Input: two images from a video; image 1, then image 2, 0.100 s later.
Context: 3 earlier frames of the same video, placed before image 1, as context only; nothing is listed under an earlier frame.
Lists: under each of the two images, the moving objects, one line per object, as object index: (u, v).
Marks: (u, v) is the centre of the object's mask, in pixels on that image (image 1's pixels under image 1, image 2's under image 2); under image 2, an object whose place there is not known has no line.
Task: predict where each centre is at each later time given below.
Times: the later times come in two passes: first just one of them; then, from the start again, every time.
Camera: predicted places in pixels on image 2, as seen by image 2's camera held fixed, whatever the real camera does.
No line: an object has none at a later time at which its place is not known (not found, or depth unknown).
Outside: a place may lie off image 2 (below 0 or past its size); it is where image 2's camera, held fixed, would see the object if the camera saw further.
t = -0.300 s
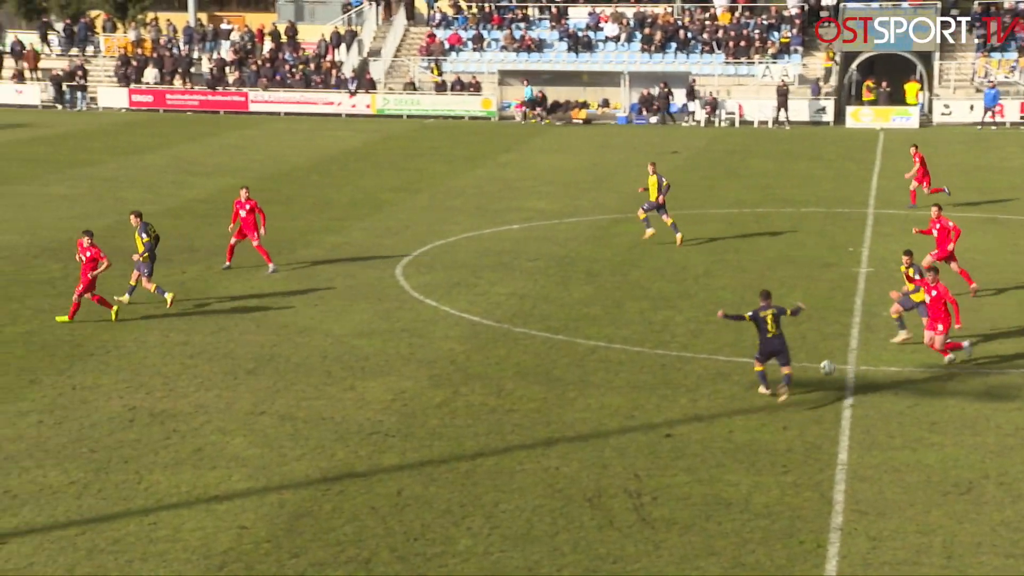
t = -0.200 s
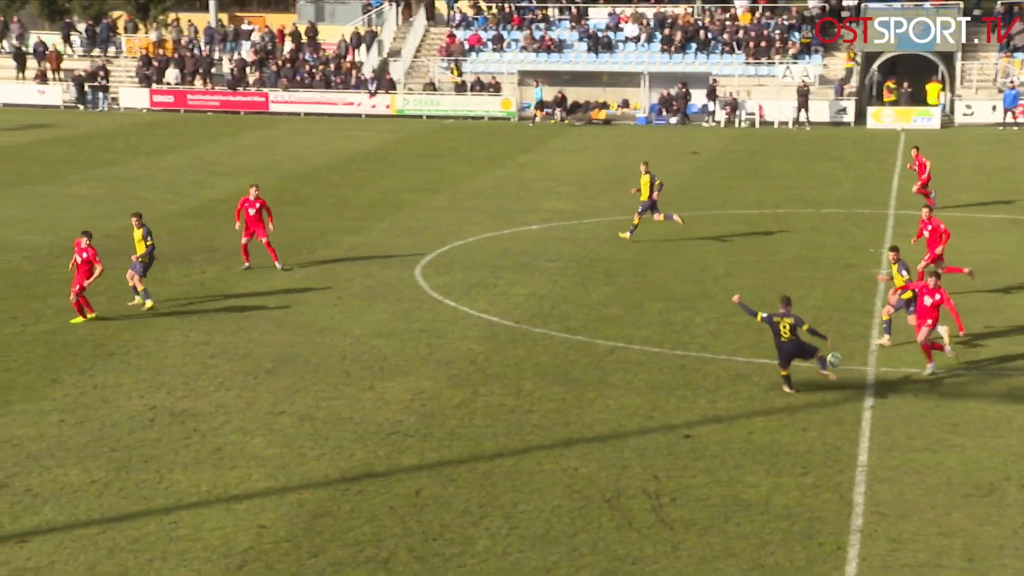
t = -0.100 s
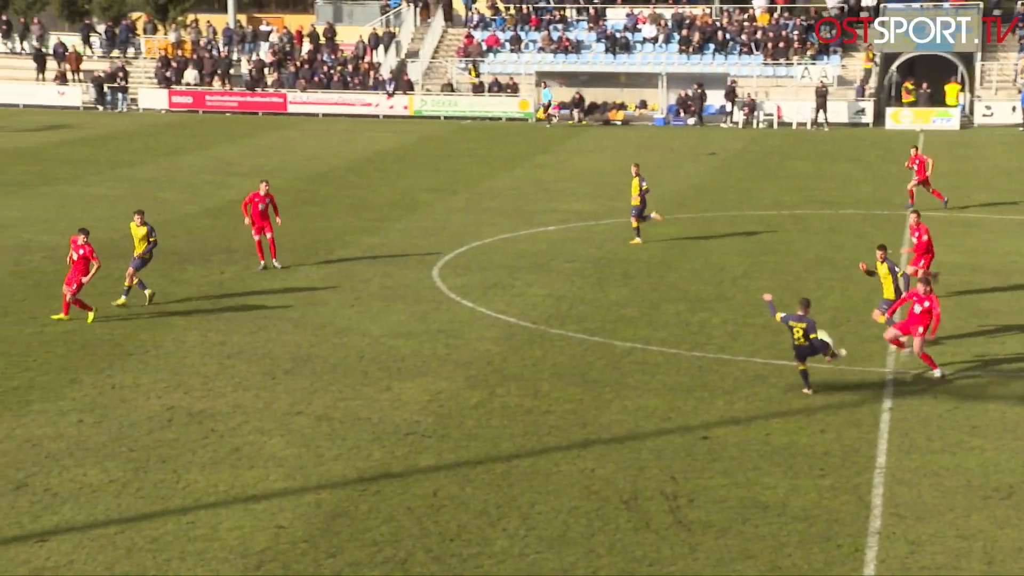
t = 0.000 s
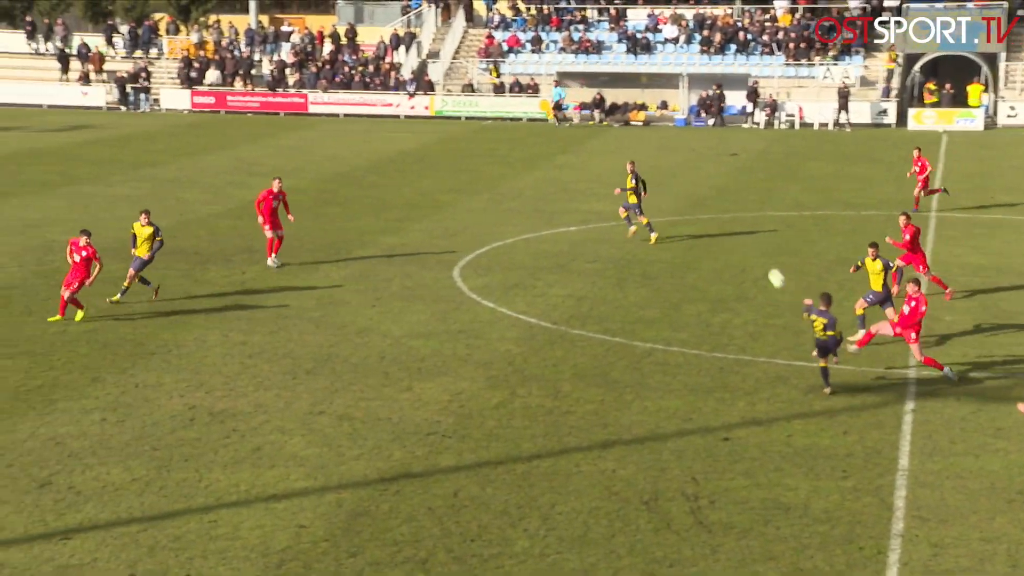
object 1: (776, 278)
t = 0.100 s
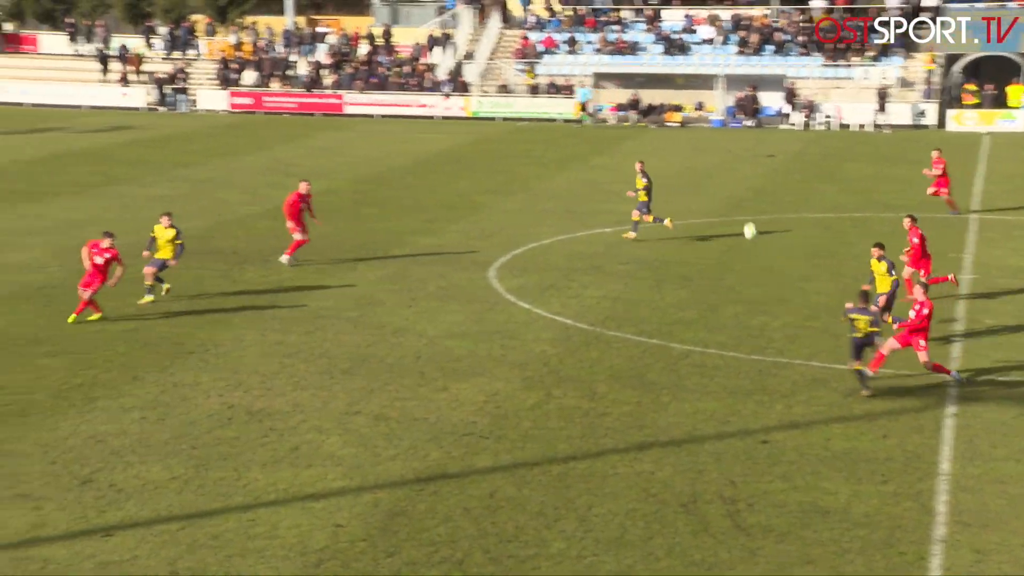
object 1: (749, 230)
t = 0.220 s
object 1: (683, 185)
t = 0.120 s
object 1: (738, 221)
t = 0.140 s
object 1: (727, 213)
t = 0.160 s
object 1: (715, 205)
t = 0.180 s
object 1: (704, 198)
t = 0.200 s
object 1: (693, 192)
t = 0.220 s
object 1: (683, 185)
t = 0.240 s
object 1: (671, 180)
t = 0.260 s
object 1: (660, 174)
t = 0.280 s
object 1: (650, 169)
